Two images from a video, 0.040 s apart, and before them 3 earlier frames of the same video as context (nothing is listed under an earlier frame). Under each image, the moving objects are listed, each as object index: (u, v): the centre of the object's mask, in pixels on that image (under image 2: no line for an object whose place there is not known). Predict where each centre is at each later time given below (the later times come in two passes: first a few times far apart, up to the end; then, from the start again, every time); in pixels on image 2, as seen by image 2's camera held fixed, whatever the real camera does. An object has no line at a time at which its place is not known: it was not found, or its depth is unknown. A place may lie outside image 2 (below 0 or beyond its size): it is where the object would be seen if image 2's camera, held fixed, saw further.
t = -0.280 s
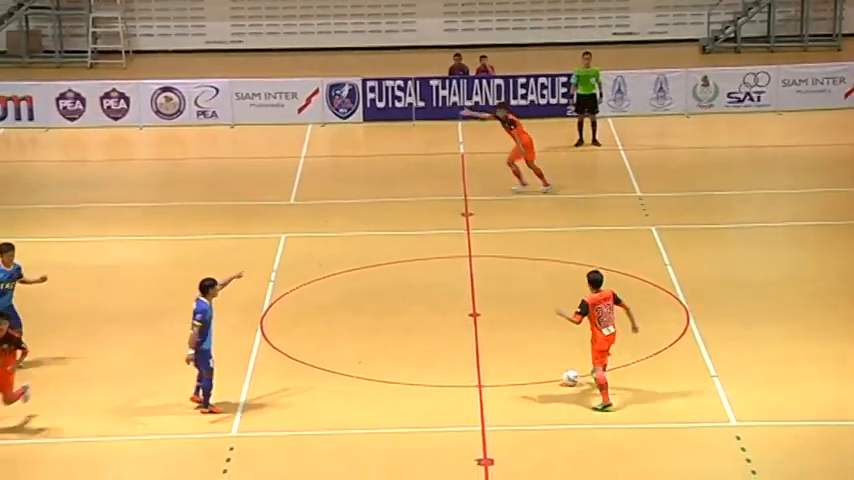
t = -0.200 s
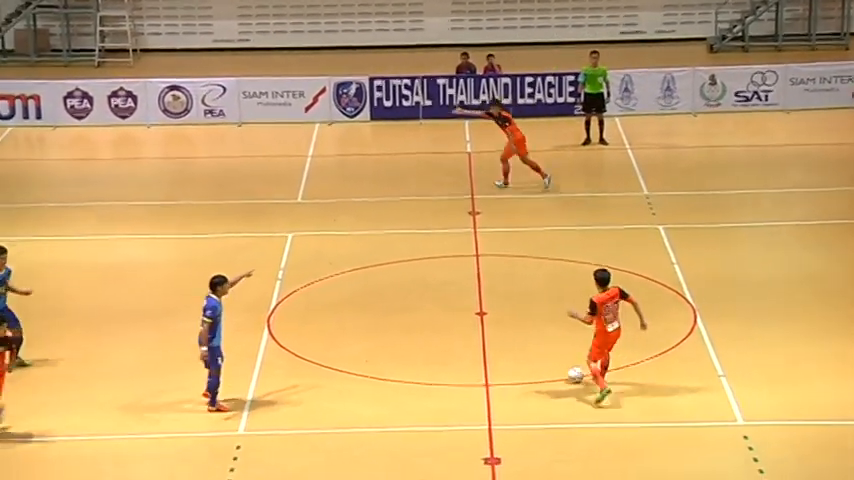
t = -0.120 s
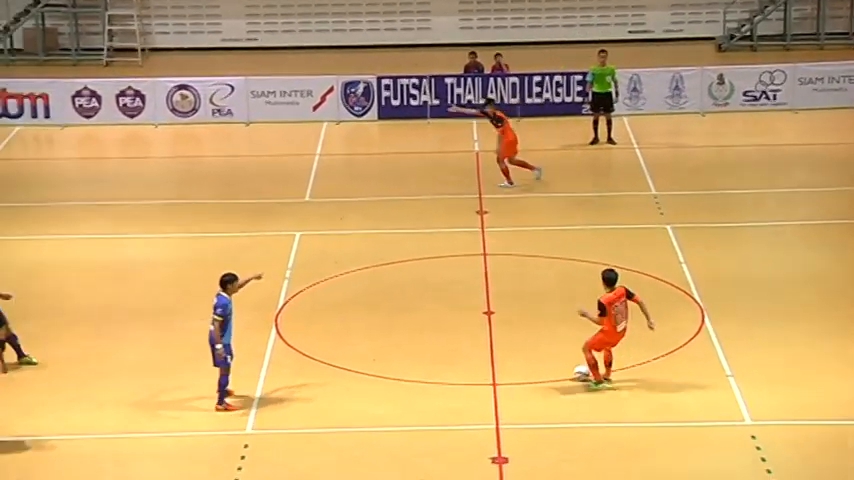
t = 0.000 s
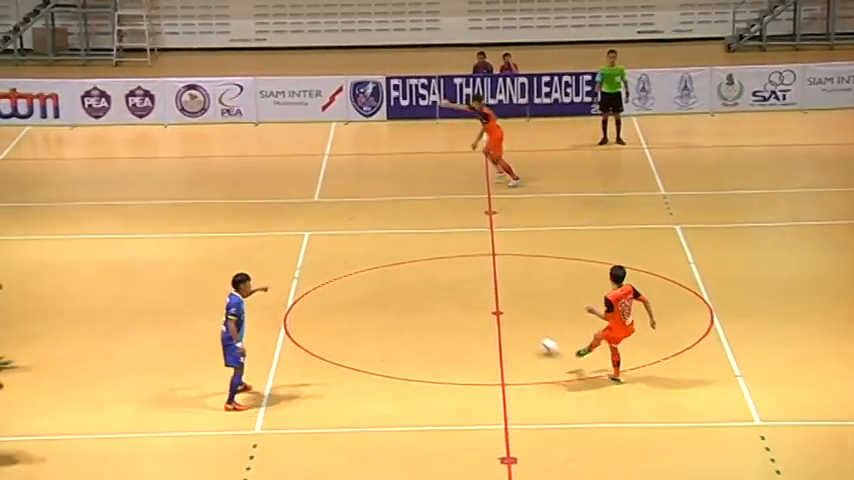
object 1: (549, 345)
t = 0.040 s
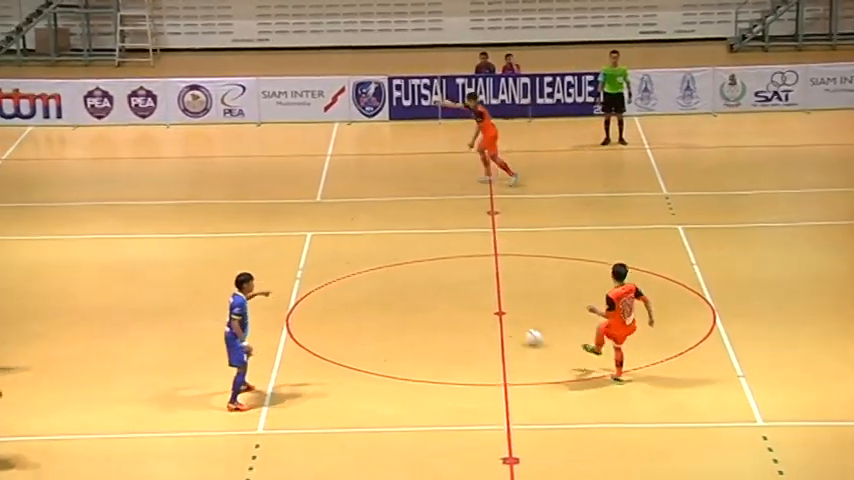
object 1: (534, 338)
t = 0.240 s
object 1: (458, 296)
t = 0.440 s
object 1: (400, 263)
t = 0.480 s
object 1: (389, 258)
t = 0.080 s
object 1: (517, 329)
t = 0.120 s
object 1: (501, 320)
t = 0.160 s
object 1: (486, 311)
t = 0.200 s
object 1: (472, 304)
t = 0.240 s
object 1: (458, 296)
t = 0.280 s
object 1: (445, 289)
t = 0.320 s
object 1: (433, 282)
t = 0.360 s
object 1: (421, 276)
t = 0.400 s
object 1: (410, 269)
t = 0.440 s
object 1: (400, 263)
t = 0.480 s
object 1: (389, 258)
